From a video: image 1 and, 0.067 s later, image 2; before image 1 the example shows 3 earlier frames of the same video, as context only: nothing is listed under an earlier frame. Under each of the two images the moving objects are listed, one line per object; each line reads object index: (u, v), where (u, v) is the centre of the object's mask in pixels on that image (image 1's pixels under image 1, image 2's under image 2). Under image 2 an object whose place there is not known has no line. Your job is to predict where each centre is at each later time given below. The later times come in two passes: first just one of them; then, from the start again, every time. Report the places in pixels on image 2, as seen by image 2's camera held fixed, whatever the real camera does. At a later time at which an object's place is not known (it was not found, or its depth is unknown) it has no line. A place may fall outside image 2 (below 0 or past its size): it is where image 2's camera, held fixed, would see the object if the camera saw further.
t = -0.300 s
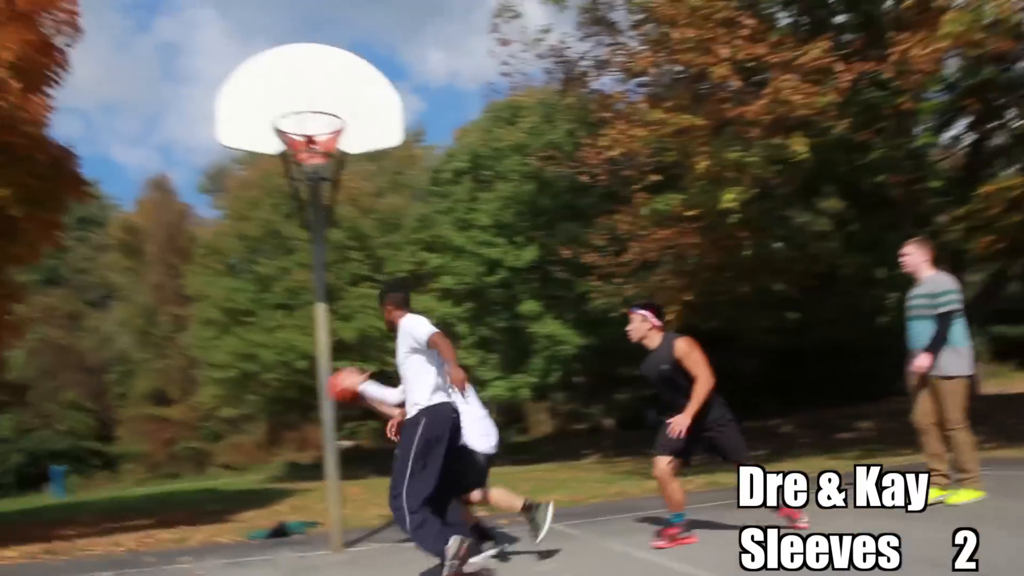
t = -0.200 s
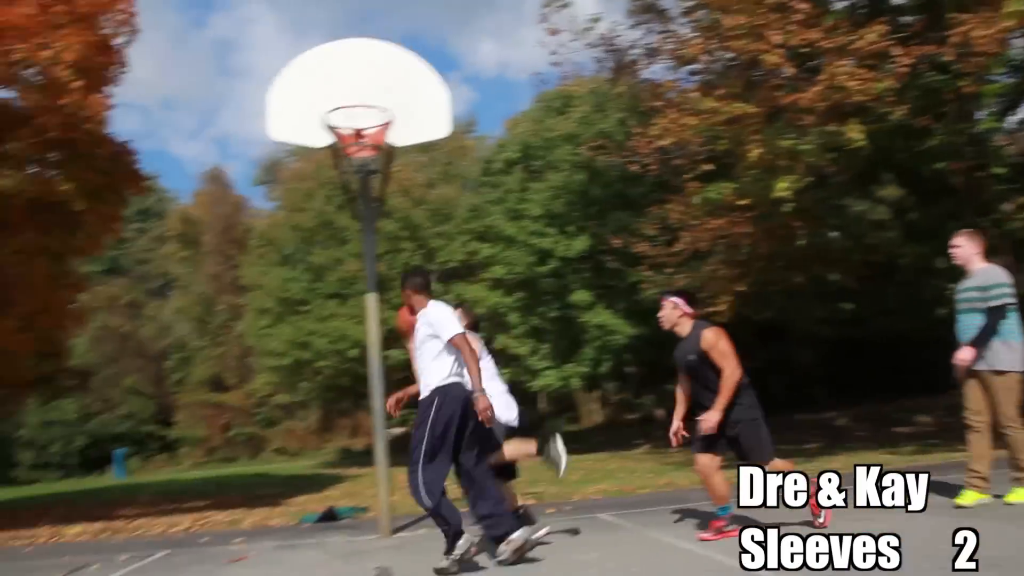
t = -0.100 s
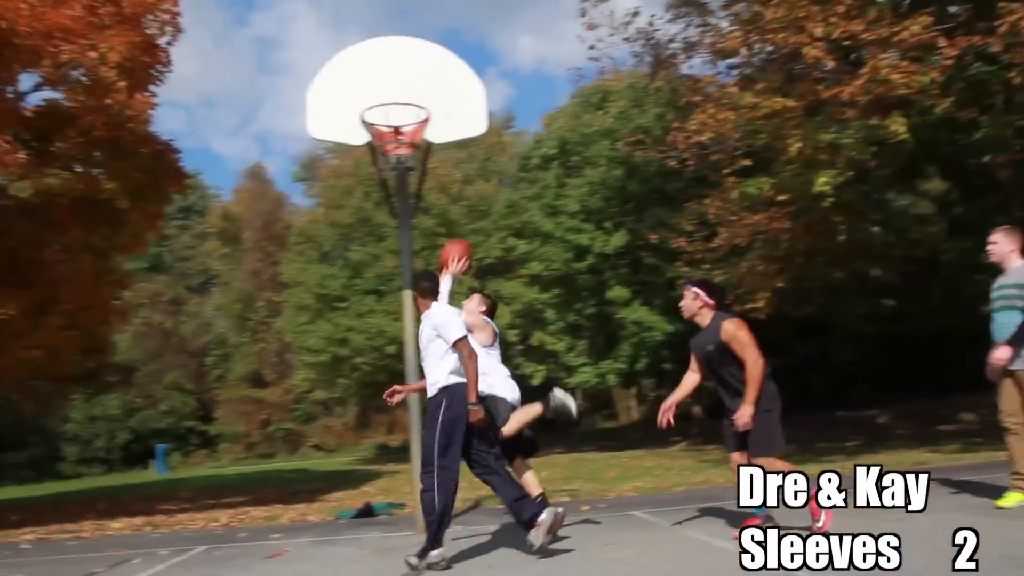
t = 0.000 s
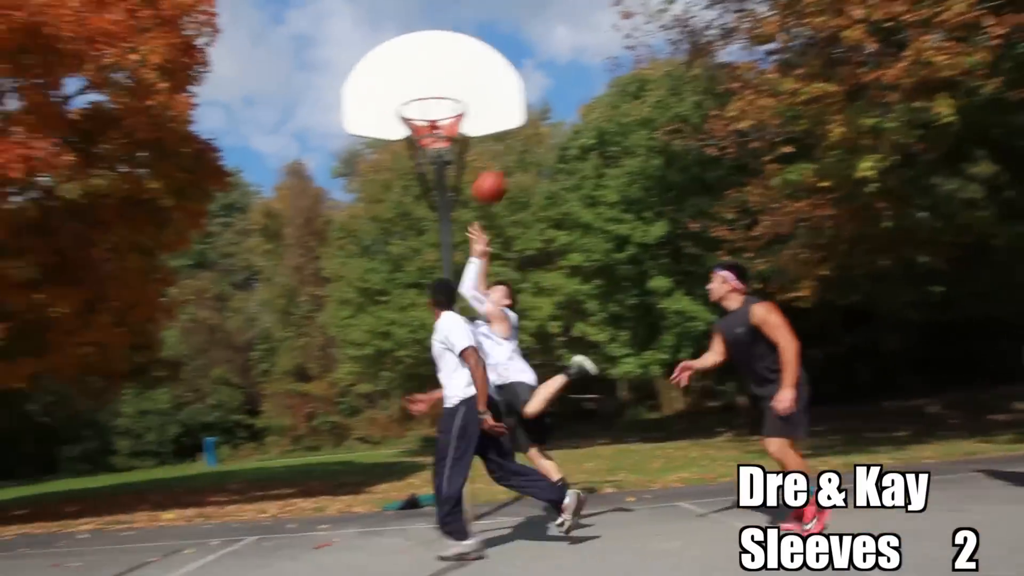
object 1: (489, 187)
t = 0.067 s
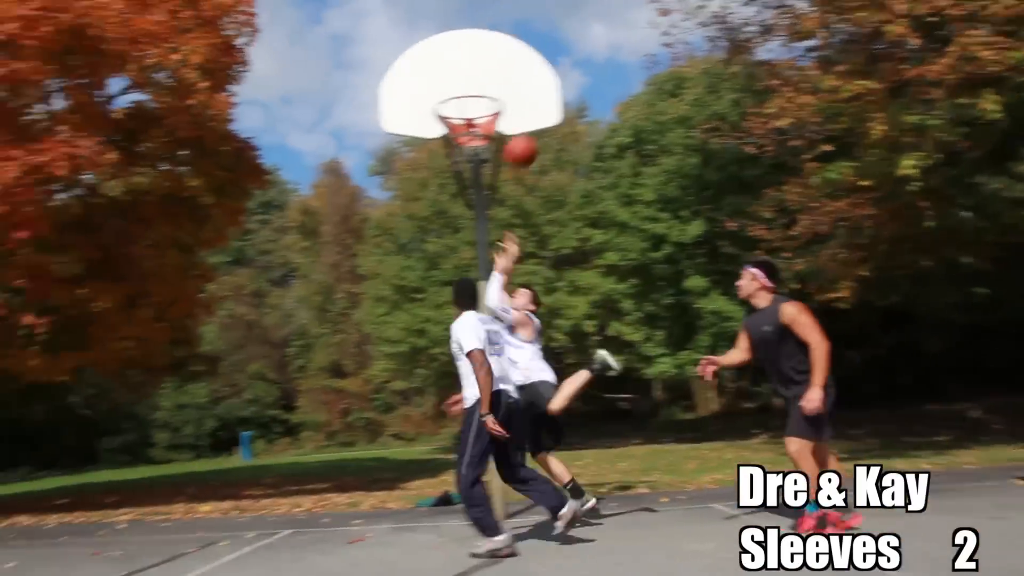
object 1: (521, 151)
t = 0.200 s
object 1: (533, 116)
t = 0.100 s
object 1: (518, 137)
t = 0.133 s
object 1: (517, 123)
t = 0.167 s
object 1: (524, 118)
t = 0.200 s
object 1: (533, 116)
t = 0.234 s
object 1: (542, 115)
